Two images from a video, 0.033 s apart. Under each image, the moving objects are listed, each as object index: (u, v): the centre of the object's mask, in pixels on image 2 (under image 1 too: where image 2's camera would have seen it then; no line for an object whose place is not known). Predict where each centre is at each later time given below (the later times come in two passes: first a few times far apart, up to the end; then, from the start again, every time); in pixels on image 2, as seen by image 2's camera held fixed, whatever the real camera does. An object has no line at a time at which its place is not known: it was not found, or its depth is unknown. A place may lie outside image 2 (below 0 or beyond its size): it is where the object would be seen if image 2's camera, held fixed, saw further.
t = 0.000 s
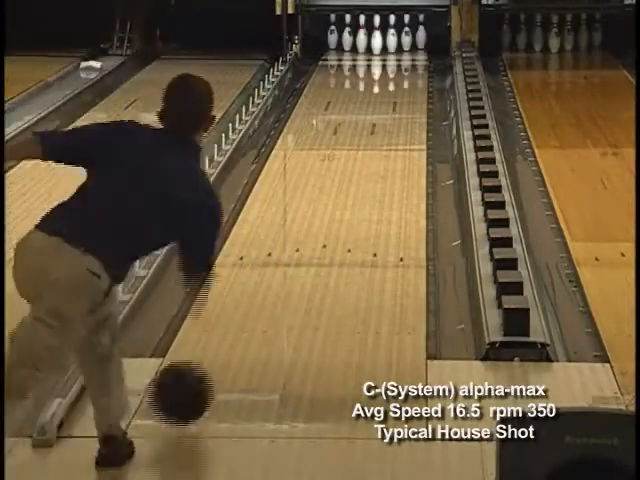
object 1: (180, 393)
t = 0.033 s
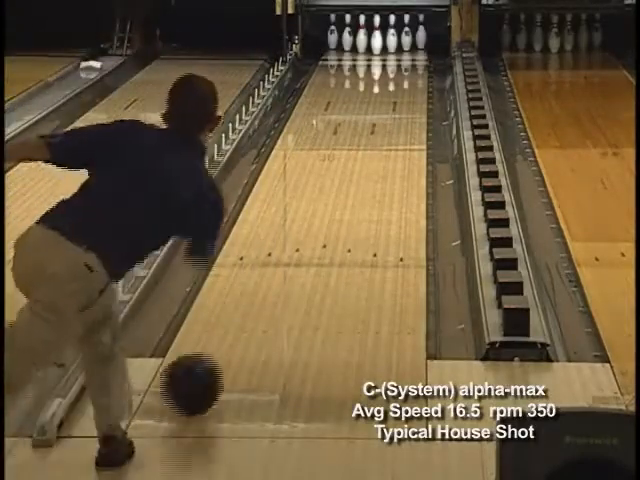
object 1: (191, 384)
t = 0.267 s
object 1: (254, 306)
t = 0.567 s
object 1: (311, 232)
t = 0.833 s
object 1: (346, 186)
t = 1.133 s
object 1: (375, 144)
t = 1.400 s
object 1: (395, 116)
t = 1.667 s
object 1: (406, 94)
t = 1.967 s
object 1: (407, 73)
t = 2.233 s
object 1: (397, 59)
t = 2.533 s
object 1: (383, 46)
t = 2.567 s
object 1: (383, 45)
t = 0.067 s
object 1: (202, 372)
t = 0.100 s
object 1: (212, 360)
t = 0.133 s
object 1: (221, 349)
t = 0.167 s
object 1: (230, 338)
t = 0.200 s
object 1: (239, 326)
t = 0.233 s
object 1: (247, 316)
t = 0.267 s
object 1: (254, 306)
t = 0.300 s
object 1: (262, 297)
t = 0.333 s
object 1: (269, 288)
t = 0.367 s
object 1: (276, 278)
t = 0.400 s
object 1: (282, 270)
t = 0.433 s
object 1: (288, 262)
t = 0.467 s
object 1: (294, 254)
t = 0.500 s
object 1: (300, 247)
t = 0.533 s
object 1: (305, 240)
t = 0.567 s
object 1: (311, 232)
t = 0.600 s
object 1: (316, 226)
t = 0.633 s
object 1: (320, 220)
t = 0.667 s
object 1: (325, 214)
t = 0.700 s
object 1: (329, 208)
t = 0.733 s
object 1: (334, 202)
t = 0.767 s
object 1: (338, 197)
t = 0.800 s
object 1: (342, 191)
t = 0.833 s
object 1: (346, 186)
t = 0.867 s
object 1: (349, 180)
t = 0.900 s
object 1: (353, 175)
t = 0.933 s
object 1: (357, 170)
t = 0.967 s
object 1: (360, 166)
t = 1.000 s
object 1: (363, 161)
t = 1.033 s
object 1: (366, 156)
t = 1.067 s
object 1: (370, 152)
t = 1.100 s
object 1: (372, 148)
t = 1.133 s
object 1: (375, 144)
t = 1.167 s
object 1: (378, 140)
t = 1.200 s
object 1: (381, 136)
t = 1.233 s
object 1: (383, 133)
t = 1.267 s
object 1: (386, 129)
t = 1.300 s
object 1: (388, 125)
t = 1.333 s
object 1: (391, 122)
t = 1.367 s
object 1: (393, 119)
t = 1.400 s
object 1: (395, 116)
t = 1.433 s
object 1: (397, 113)
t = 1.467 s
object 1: (399, 110)
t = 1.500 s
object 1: (400, 107)
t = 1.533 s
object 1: (402, 104)
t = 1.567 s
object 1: (403, 101)
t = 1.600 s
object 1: (404, 99)
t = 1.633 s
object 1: (405, 96)
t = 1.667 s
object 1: (406, 94)
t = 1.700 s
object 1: (407, 90)
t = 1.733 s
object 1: (408, 88)
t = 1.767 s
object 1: (409, 85)
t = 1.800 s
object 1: (408, 83)
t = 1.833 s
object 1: (408, 80)
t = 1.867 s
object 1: (408, 78)
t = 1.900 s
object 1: (408, 76)
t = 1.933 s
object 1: (408, 75)
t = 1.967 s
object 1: (407, 73)
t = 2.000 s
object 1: (406, 71)
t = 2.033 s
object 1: (406, 69)
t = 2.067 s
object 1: (405, 67)
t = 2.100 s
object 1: (404, 66)
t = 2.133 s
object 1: (403, 64)
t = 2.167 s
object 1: (402, 63)
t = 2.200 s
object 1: (399, 62)
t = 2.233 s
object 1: (397, 59)
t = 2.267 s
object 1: (396, 57)
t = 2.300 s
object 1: (394, 56)
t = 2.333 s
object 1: (393, 54)
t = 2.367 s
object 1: (391, 52)
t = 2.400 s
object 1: (390, 51)
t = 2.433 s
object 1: (388, 50)
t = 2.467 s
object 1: (387, 49)
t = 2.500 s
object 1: (385, 47)
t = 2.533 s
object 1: (383, 46)
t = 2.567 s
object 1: (383, 45)
